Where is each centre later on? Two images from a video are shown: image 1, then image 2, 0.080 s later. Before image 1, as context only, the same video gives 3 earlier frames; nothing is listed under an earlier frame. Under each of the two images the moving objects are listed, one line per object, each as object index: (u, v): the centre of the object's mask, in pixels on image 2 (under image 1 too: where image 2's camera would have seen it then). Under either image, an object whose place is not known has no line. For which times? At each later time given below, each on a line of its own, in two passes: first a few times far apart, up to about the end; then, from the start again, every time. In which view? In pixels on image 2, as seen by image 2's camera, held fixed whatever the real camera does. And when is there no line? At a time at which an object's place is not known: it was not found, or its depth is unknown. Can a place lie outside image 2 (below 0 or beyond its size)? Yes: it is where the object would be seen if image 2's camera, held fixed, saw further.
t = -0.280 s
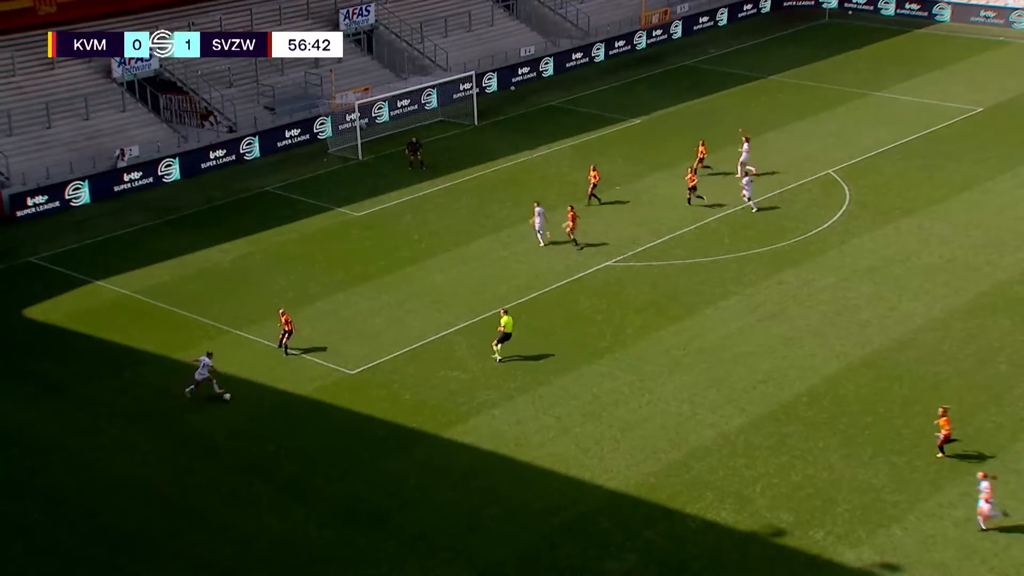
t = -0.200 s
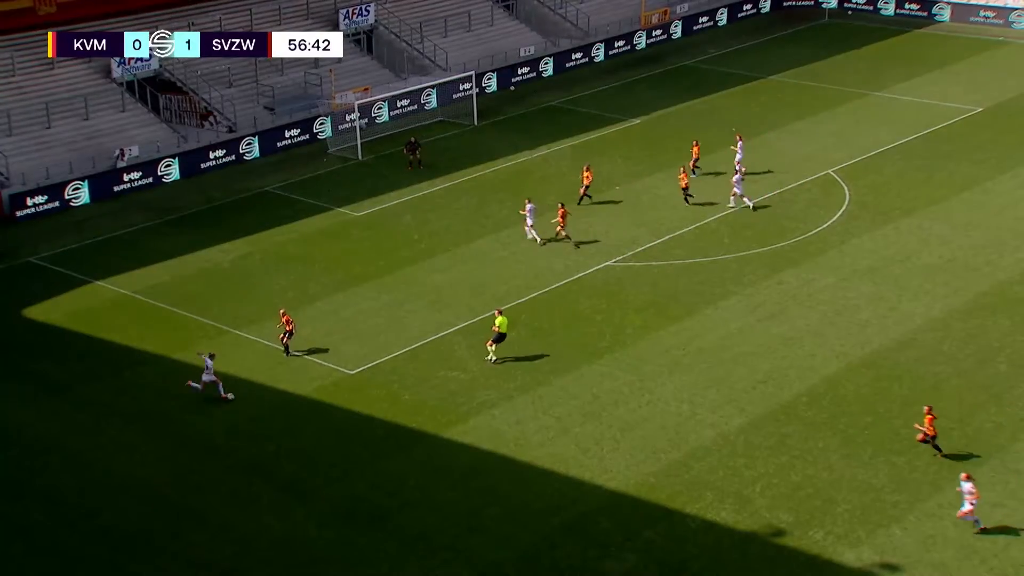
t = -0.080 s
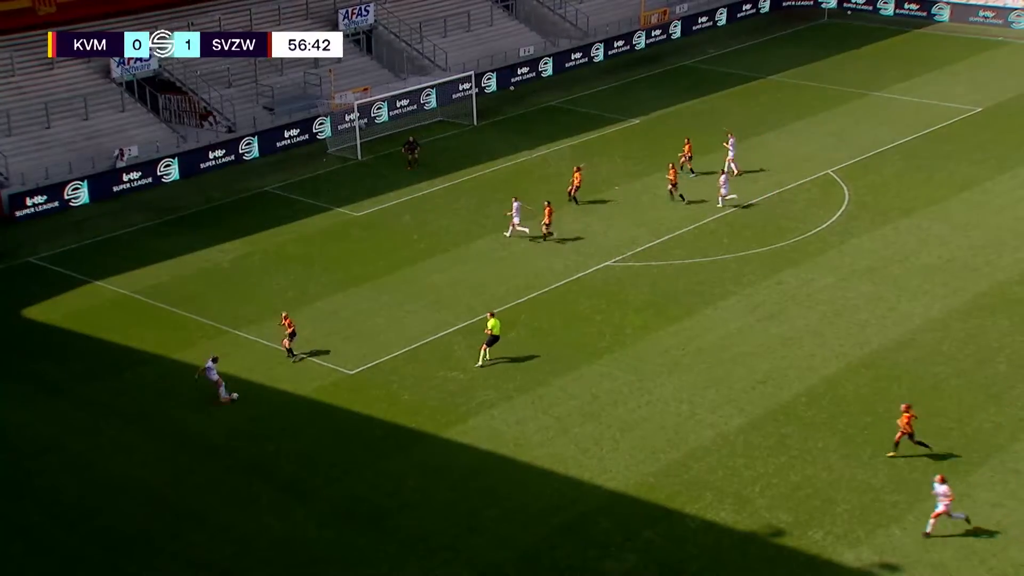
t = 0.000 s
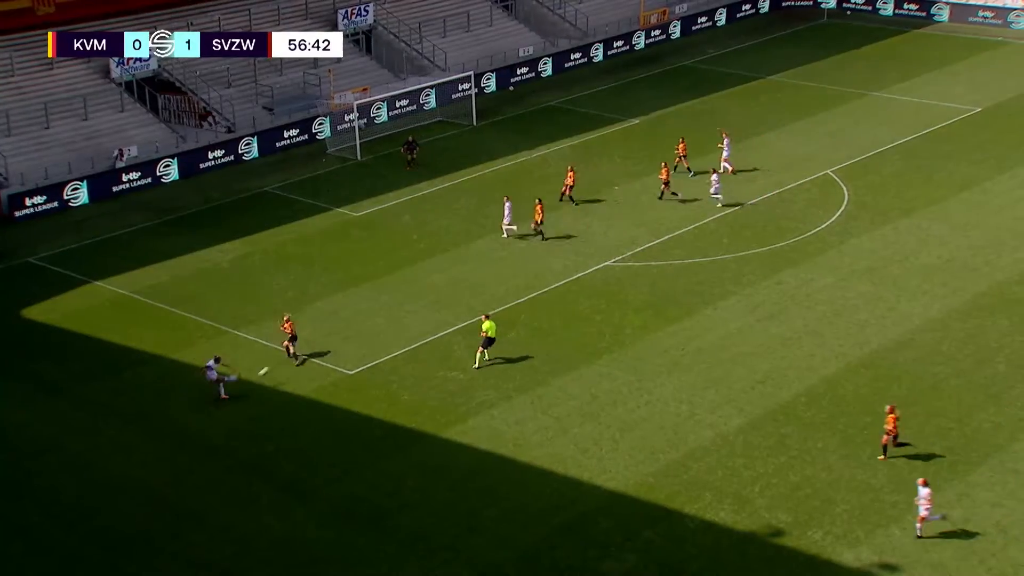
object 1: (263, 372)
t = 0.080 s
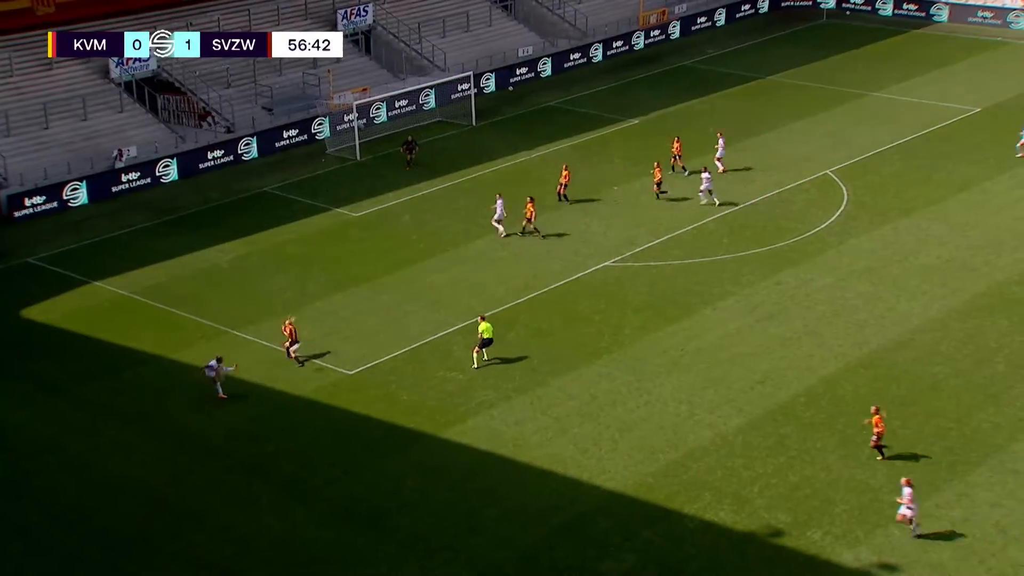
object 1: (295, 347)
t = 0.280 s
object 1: (367, 302)
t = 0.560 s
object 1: (451, 271)
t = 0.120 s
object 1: (310, 337)
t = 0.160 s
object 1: (325, 327)
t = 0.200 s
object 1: (339, 318)
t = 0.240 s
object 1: (353, 310)
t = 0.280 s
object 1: (367, 302)
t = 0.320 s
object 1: (380, 296)
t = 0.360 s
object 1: (393, 290)
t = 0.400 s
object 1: (405, 285)
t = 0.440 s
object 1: (417, 281)
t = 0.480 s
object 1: (428, 277)
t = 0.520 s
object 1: (440, 274)
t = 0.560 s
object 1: (451, 271)
